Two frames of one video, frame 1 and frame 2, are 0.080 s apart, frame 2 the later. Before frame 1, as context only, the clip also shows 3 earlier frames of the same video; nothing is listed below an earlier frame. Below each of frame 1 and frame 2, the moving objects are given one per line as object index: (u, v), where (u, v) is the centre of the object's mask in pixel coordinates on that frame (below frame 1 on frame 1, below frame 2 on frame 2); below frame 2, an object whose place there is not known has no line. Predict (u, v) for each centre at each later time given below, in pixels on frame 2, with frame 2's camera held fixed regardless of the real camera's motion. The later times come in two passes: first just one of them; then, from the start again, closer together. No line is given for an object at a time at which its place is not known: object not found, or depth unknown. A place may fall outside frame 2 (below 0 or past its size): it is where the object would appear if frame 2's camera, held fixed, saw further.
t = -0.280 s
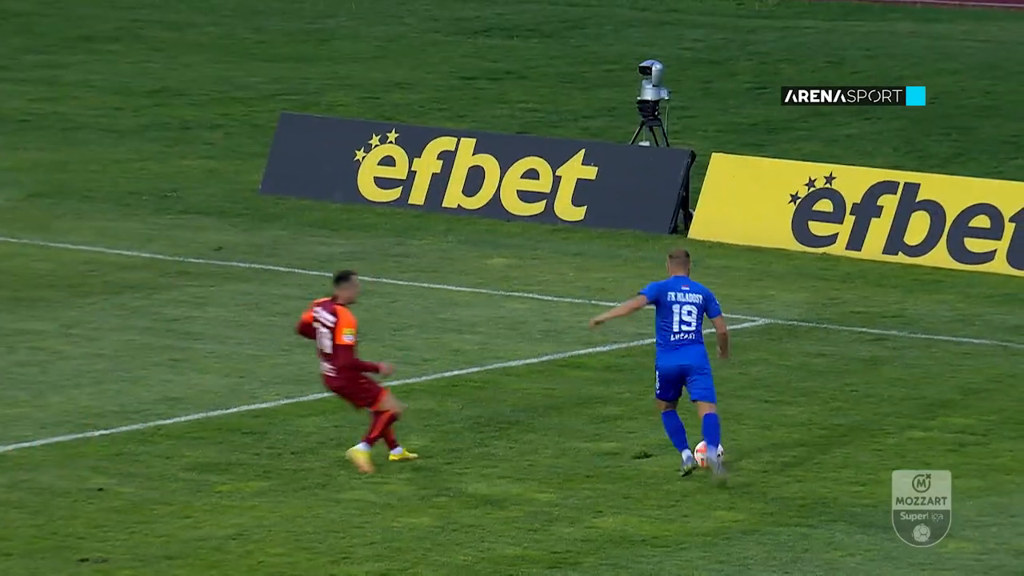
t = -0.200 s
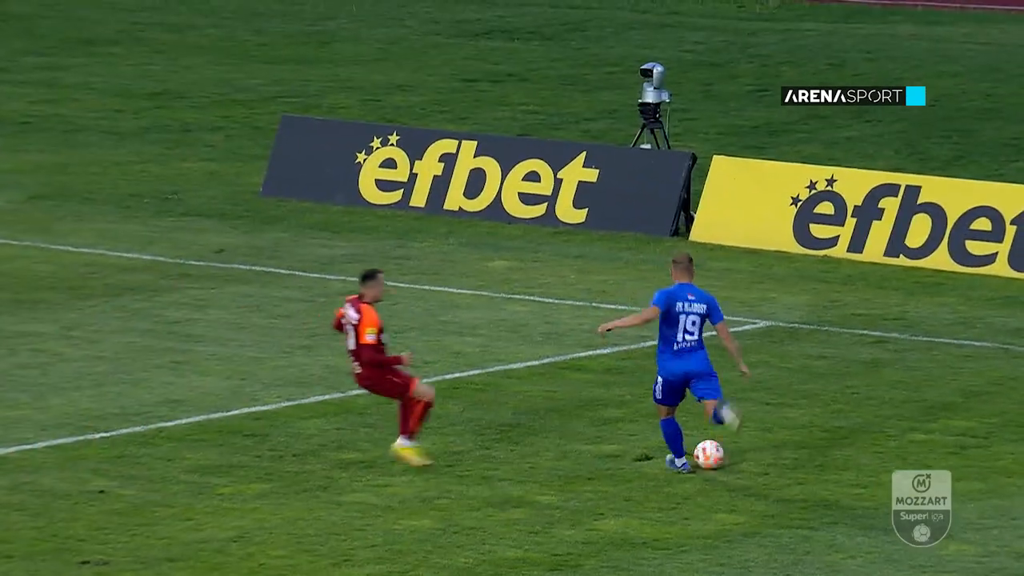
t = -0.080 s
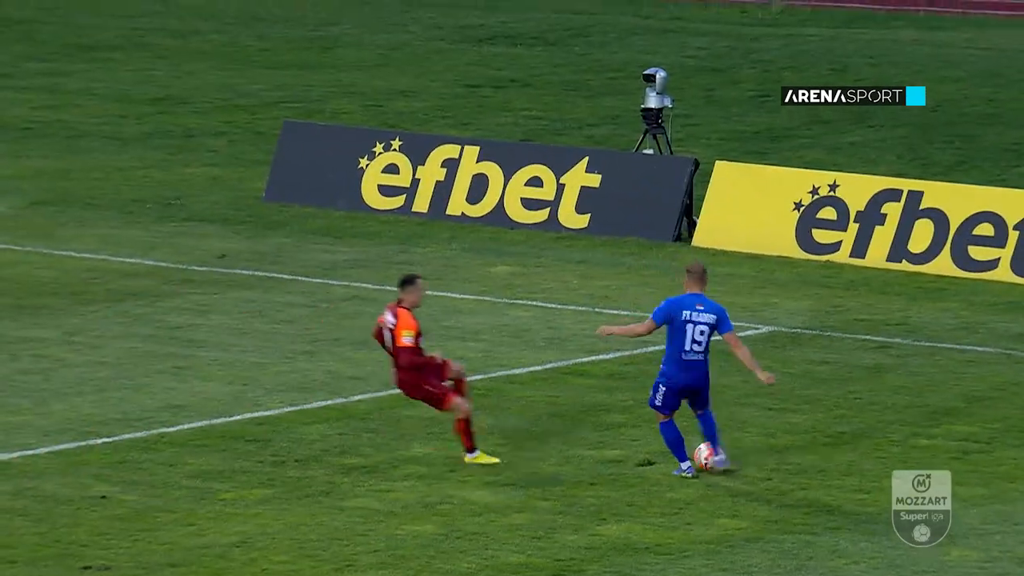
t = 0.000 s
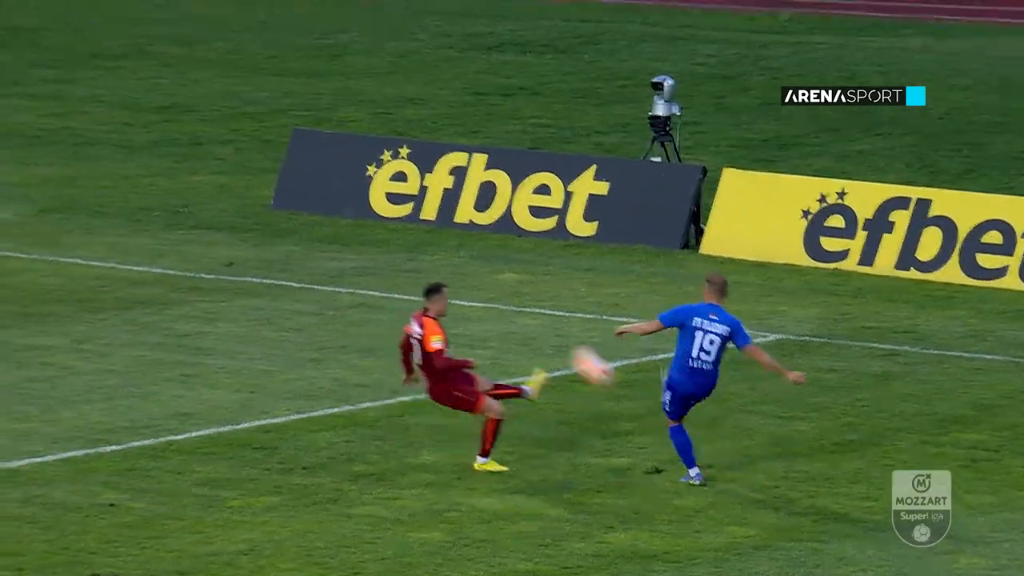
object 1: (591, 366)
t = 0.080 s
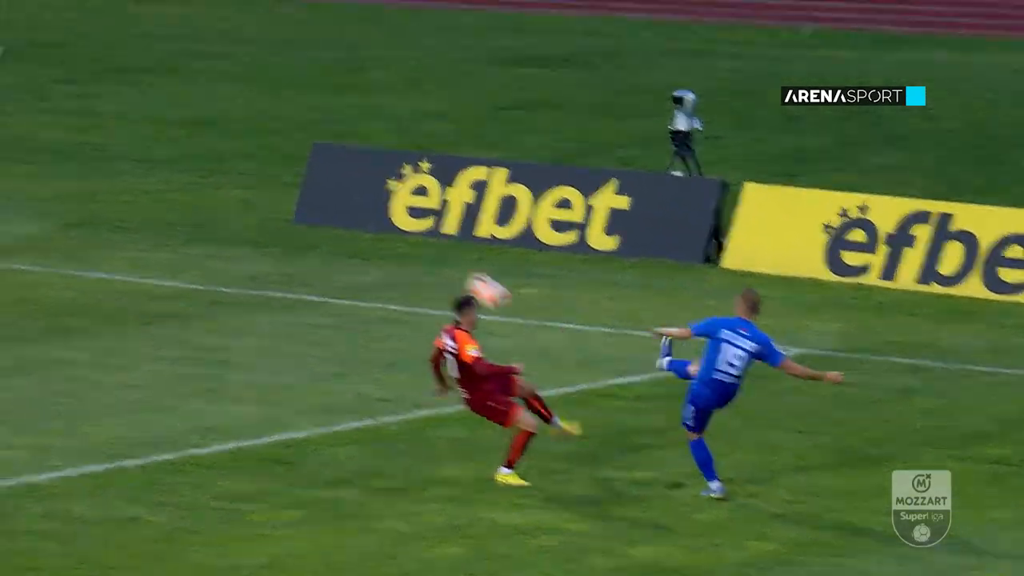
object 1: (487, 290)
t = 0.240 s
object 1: (251, 145)
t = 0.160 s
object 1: (364, 213)
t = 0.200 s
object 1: (305, 177)
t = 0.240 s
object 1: (251, 145)
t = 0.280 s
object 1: (192, 115)
